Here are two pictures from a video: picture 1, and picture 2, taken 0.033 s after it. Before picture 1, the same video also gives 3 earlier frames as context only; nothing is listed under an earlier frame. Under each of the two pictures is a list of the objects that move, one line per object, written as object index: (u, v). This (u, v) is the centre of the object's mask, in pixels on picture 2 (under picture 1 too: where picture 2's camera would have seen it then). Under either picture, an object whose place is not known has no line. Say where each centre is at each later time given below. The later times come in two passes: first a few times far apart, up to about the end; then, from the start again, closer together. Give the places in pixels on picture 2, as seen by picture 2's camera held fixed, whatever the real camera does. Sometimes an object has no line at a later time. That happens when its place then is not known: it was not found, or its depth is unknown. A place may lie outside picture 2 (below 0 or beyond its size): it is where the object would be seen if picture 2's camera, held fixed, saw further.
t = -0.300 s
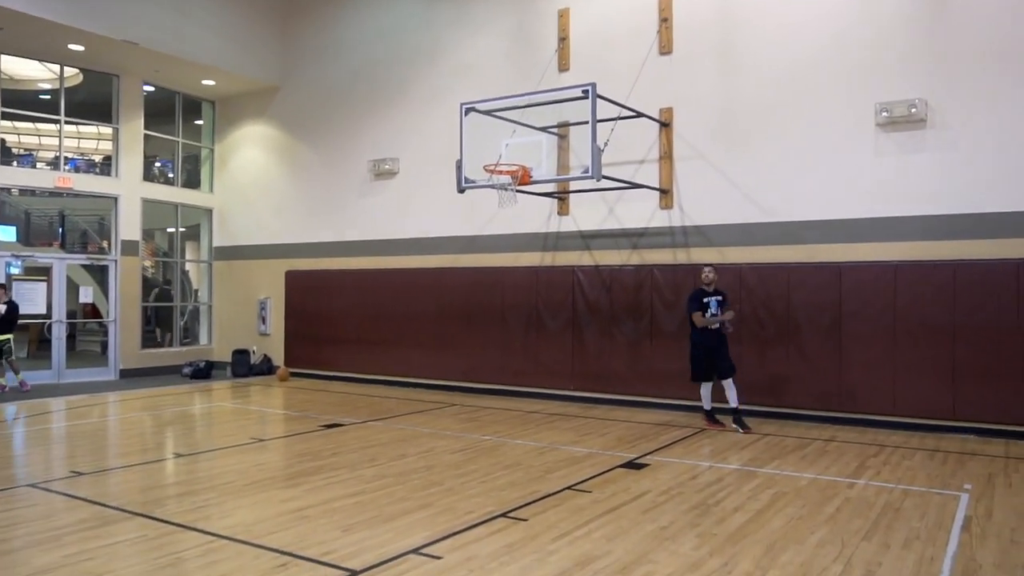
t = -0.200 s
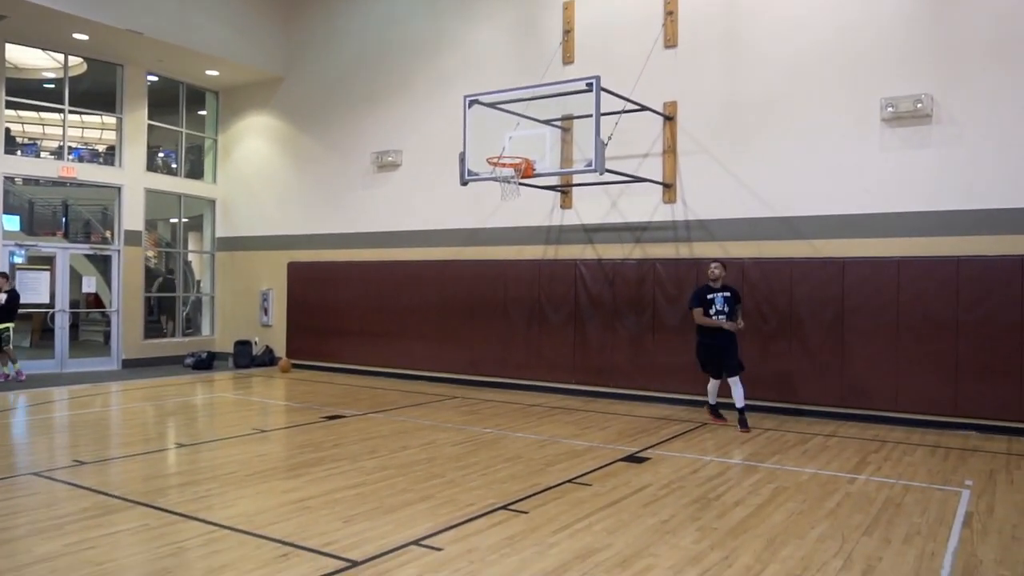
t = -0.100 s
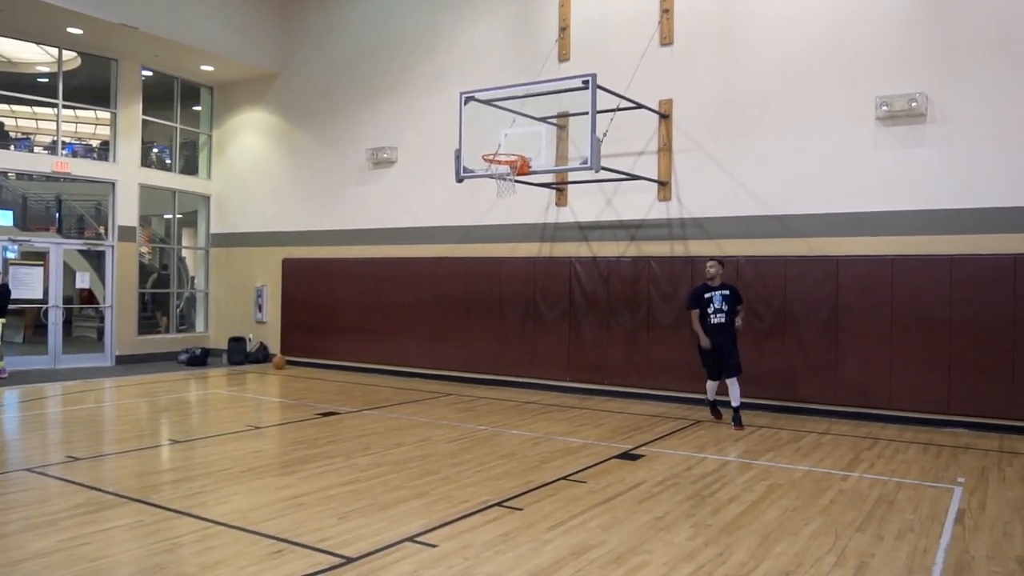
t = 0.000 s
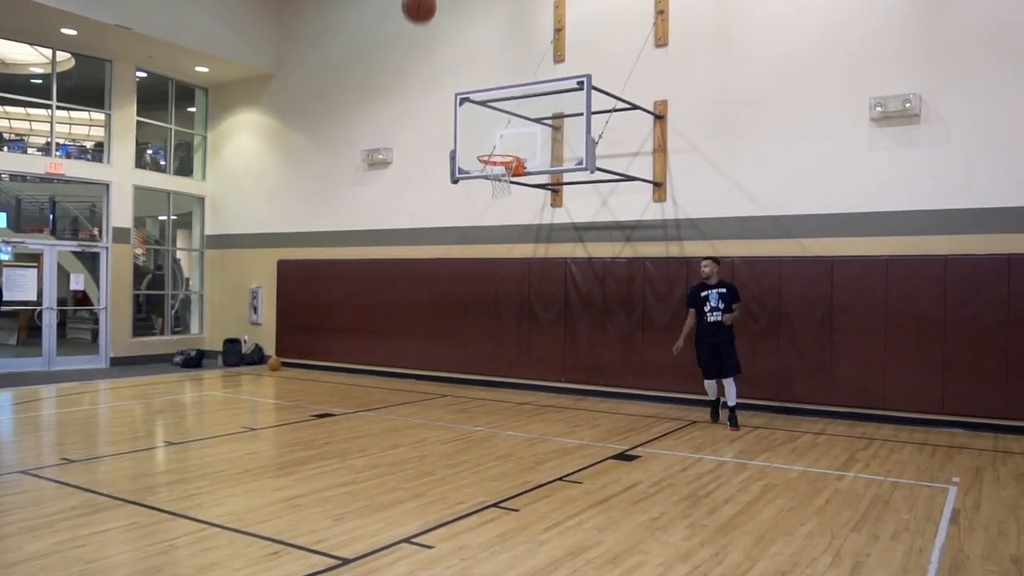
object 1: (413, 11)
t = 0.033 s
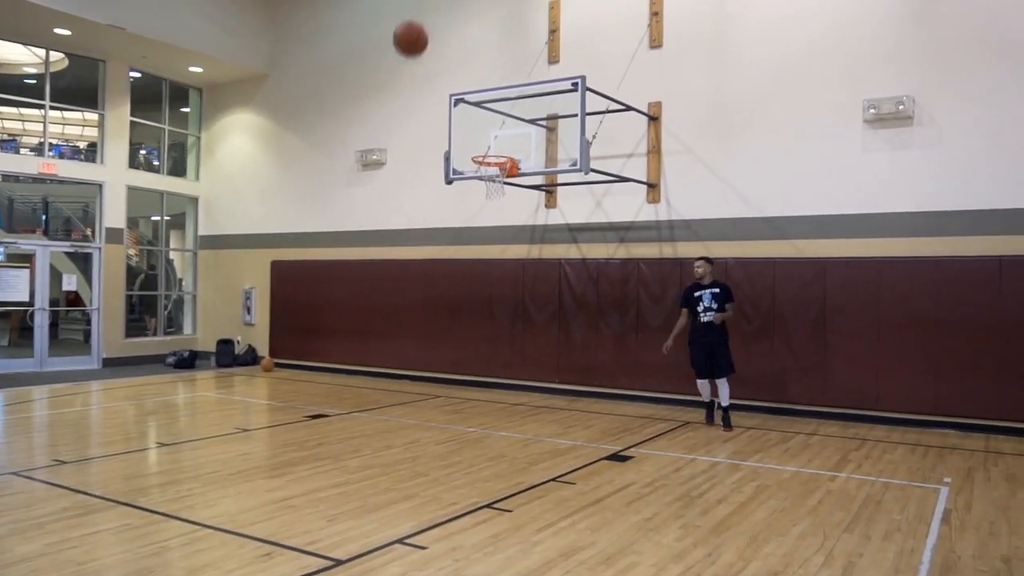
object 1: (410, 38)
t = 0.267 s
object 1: (384, 345)
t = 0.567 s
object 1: (348, 313)
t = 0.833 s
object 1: (311, 95)
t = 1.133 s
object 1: (263, 5)
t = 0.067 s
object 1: (407, 73)
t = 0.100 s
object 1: (403, 111)
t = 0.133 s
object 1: (399, 152)
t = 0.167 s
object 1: (396, 195)
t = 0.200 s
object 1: (391, 242)
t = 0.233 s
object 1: (388, 294)
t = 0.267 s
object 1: (384, 345)
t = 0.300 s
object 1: (381, 404)
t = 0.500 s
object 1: (357, 385)
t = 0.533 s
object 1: (352, 347)
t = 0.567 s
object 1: (348, 313)
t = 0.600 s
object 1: (344, 281)
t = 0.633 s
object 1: (340, 250)
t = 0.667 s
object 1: (335, 219)
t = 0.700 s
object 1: (331, 190)
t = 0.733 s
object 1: (326, 163)
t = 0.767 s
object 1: (321, 139)
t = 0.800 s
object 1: (317, 116)
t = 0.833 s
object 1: (311, 95)
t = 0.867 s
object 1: (306, 76)
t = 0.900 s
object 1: (301, 58)
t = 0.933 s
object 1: (296, 43)
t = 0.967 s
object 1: (290, 29)
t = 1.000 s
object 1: (284, 16)
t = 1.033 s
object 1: (280, 11)
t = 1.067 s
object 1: (273, 7)
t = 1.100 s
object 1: (269, 8)
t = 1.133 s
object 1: (263, 5)
